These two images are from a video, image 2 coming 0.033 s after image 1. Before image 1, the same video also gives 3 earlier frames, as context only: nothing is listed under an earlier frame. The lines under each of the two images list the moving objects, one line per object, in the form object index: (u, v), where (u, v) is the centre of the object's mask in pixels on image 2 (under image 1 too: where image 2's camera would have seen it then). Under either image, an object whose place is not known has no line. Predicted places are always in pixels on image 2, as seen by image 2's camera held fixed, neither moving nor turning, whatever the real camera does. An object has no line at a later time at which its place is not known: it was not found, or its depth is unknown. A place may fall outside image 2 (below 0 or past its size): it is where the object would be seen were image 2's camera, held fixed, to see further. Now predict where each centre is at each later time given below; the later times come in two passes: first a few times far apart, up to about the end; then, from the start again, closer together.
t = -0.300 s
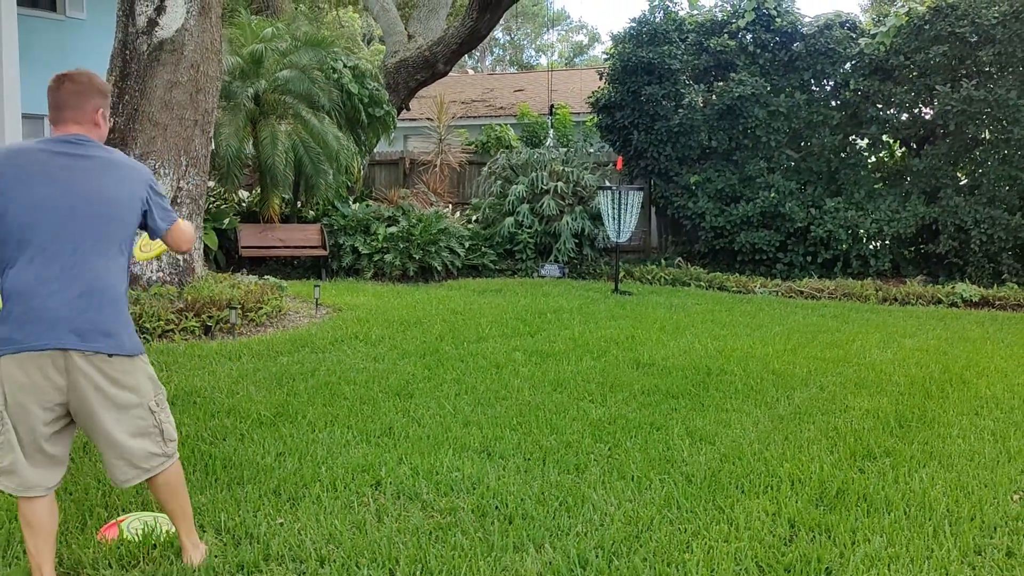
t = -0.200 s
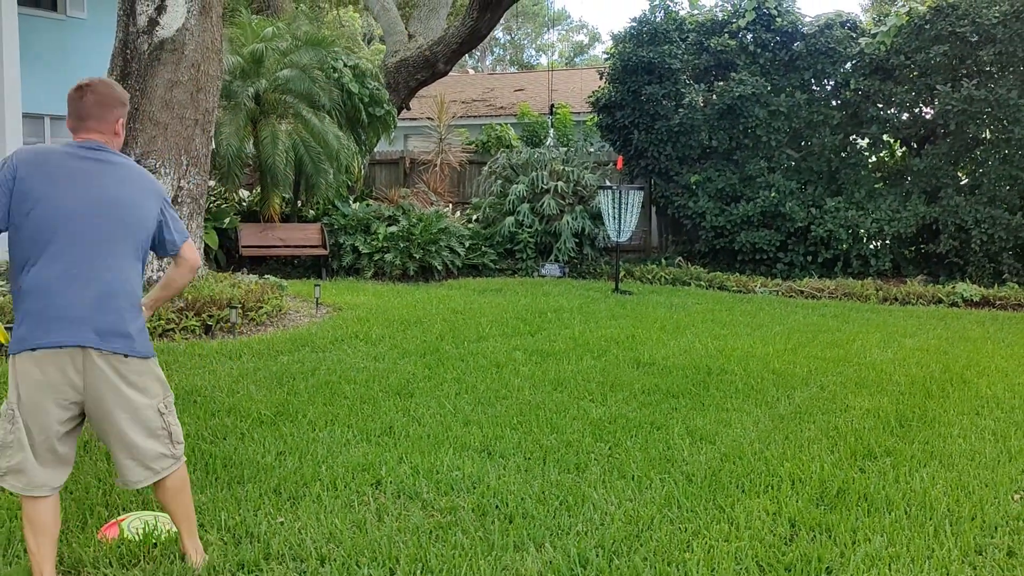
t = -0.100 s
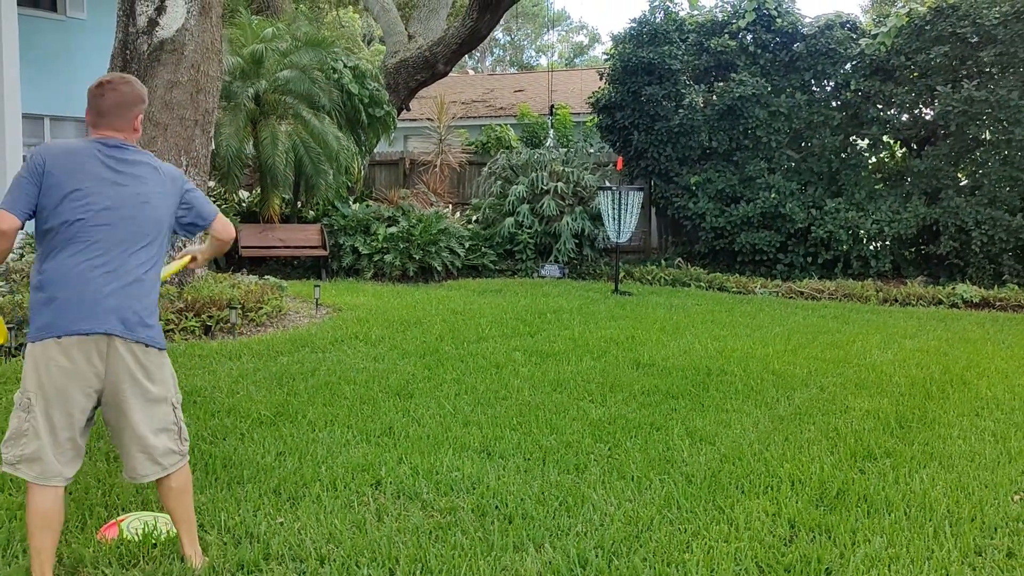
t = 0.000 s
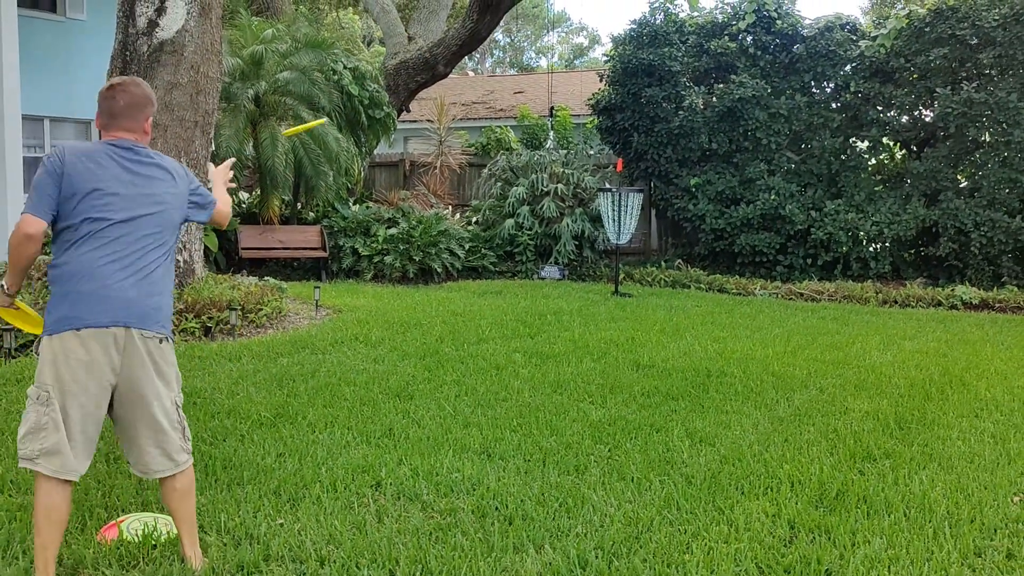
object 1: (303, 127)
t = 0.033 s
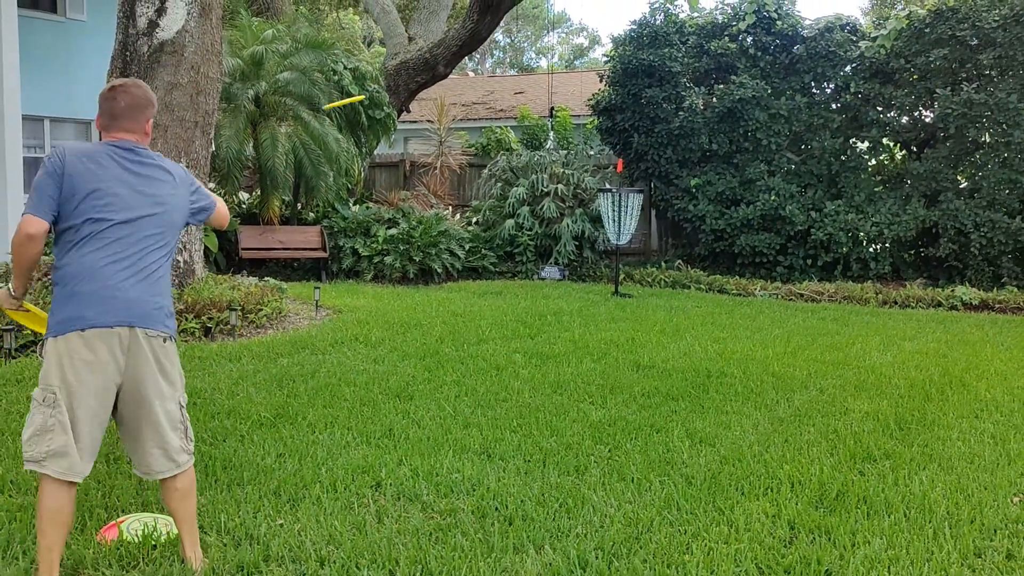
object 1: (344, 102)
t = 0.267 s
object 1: (522, 82)
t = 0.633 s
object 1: (609, 191)
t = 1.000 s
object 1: (500, 285)
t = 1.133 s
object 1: (474, 279)
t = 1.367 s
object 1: (451, 290)
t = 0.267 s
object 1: (522, 82)
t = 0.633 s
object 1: (609, 191)
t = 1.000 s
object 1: (500, 285)
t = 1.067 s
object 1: (482, 288)
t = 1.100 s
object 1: (477, 282)
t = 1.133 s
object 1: (474, 279)
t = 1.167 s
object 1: (471, 277)
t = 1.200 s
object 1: (468, 276)
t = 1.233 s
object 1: (464, 277)
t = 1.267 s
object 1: (460, 279)
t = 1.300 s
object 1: (455, 286)
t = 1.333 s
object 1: (453, 290)
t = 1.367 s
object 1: (451, 290)
